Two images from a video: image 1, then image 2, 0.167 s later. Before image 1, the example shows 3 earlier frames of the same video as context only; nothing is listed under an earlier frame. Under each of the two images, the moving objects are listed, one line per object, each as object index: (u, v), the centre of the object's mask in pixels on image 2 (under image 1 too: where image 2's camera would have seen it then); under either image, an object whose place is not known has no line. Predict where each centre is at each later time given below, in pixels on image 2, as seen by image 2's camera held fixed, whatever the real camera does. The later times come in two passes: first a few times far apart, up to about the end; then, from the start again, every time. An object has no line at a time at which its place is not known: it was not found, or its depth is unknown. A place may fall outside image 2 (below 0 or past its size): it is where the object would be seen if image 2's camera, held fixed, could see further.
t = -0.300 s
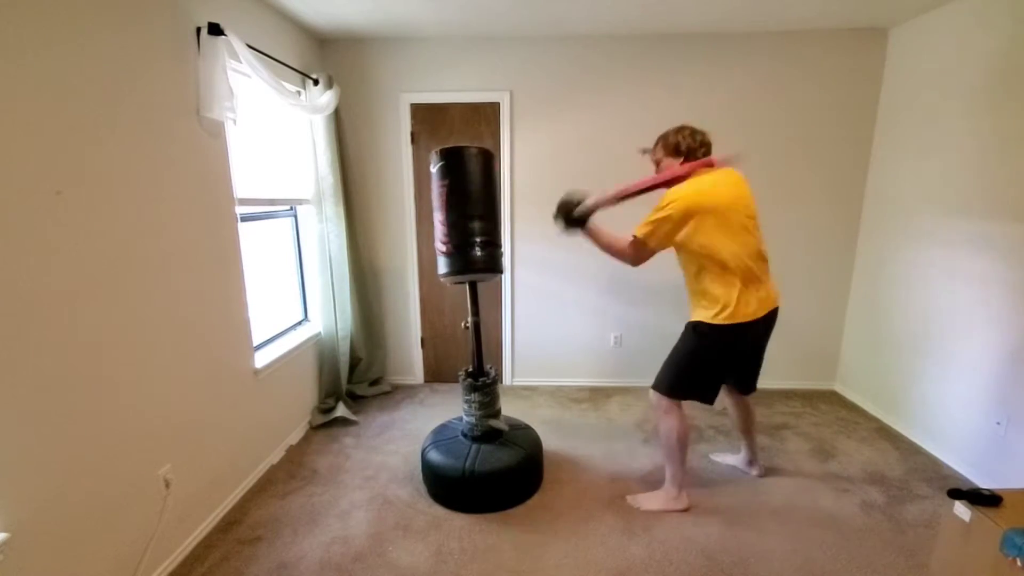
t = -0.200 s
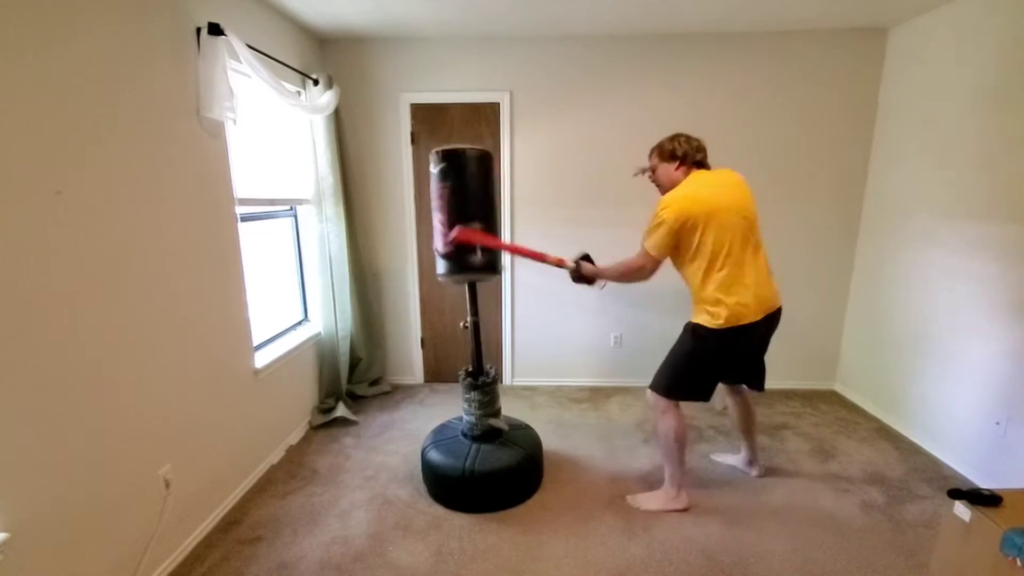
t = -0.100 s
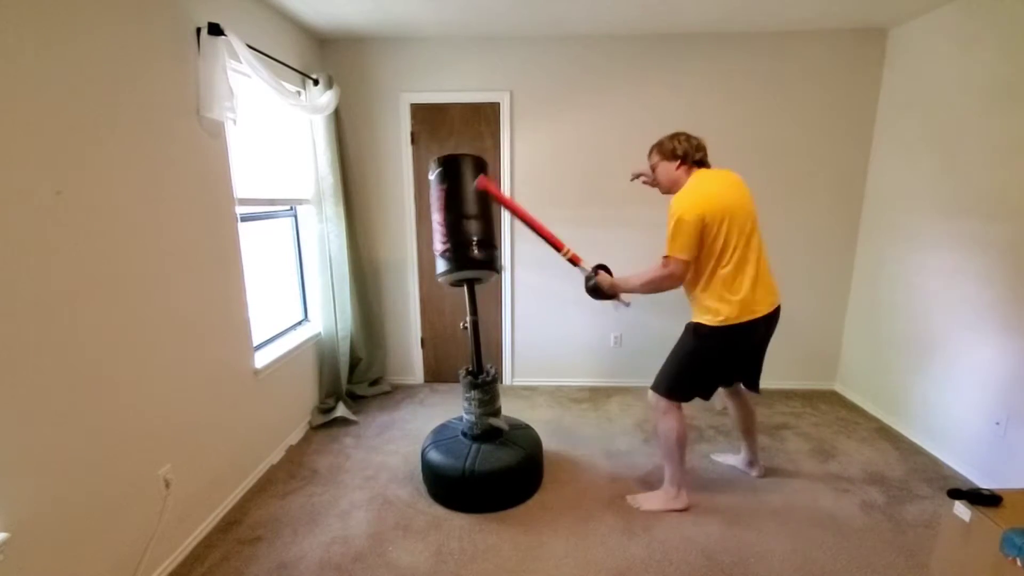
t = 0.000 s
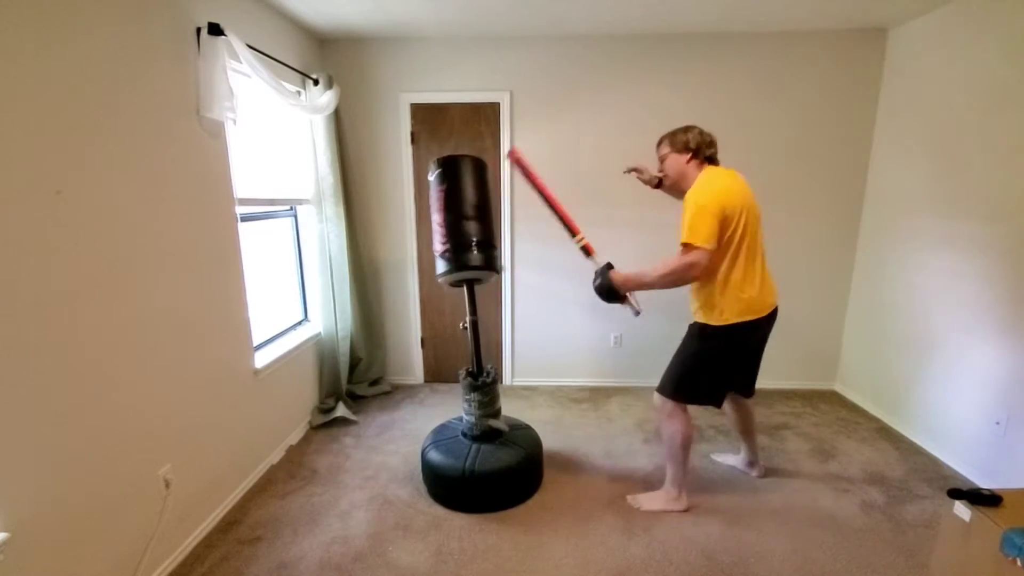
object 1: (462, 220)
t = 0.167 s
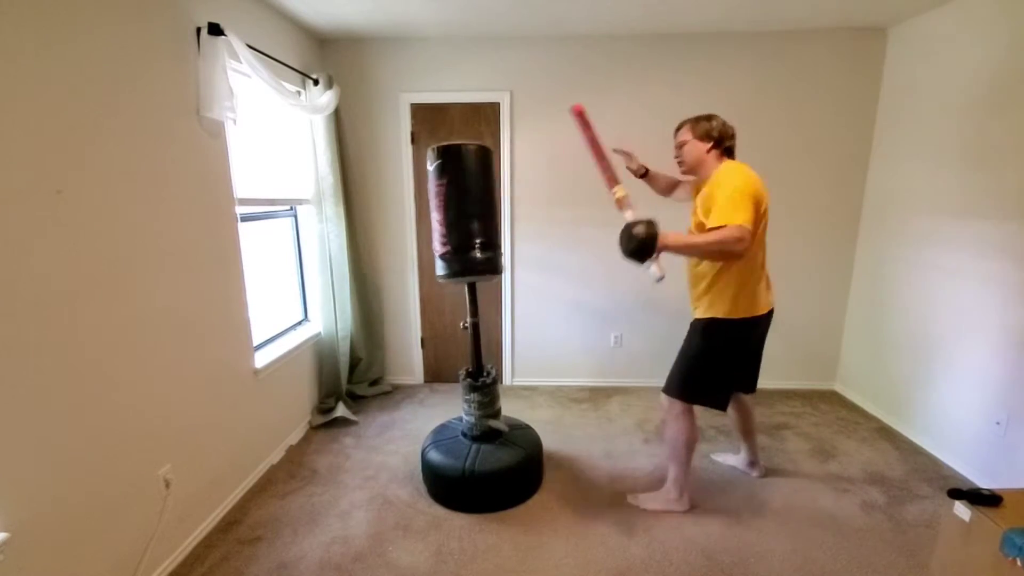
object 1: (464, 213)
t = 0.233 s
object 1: (466, 211)
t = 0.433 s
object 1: (472, 217)
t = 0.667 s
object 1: (470, 213)
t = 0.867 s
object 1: (464, 211)
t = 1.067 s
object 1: (462, 215)
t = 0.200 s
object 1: (465, 211)
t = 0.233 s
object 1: (466, 211)
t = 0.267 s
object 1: (467, 211)
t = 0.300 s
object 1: (468, 212)
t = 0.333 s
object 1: (469, 213)
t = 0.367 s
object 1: (470, 215)
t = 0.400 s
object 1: (471, 216)
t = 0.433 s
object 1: (472, 217)
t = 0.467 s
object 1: (472, 218)
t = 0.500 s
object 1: (472, 218)
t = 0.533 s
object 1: (472, 218)
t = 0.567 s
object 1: (472, 217)
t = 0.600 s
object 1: (471, 216)
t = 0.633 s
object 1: (471, 214)
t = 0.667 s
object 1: (470, 213)
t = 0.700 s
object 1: (469, 211)
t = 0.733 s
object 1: (468, 210)
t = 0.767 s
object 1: (467, 210)
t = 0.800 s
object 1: (466, 209)
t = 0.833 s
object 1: (465, 209)
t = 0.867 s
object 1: (464, 211)
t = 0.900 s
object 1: (464, 212)
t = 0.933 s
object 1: (463, 213)
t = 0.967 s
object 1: (463, 214)
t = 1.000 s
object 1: (462, 215)
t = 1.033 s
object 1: (462, 215)
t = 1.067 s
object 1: (462, 215)
